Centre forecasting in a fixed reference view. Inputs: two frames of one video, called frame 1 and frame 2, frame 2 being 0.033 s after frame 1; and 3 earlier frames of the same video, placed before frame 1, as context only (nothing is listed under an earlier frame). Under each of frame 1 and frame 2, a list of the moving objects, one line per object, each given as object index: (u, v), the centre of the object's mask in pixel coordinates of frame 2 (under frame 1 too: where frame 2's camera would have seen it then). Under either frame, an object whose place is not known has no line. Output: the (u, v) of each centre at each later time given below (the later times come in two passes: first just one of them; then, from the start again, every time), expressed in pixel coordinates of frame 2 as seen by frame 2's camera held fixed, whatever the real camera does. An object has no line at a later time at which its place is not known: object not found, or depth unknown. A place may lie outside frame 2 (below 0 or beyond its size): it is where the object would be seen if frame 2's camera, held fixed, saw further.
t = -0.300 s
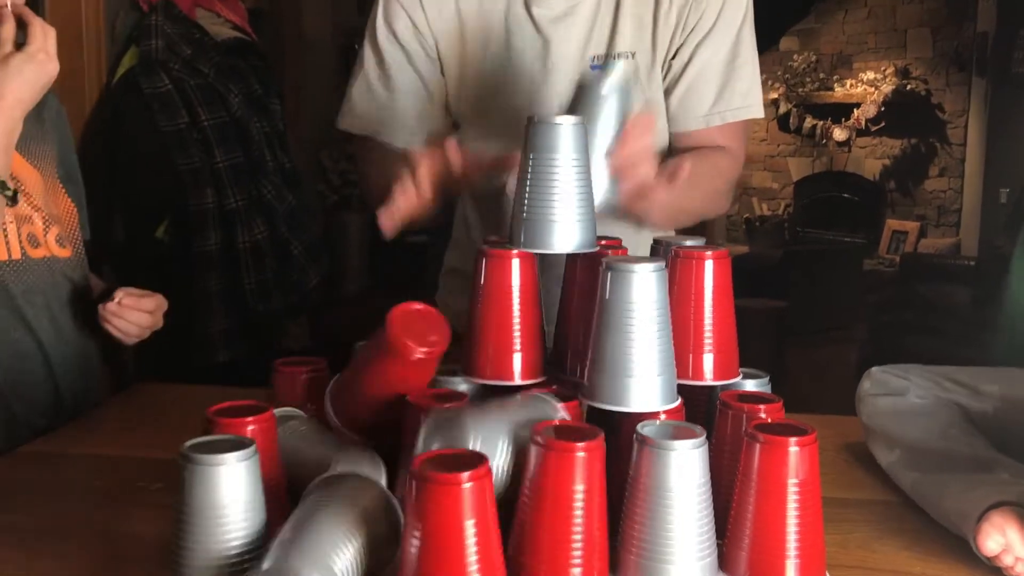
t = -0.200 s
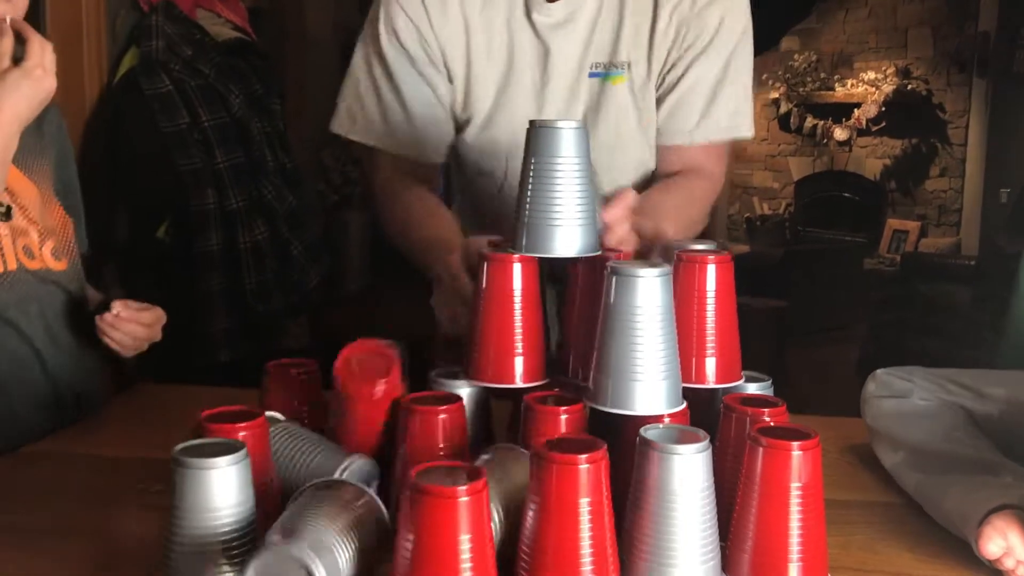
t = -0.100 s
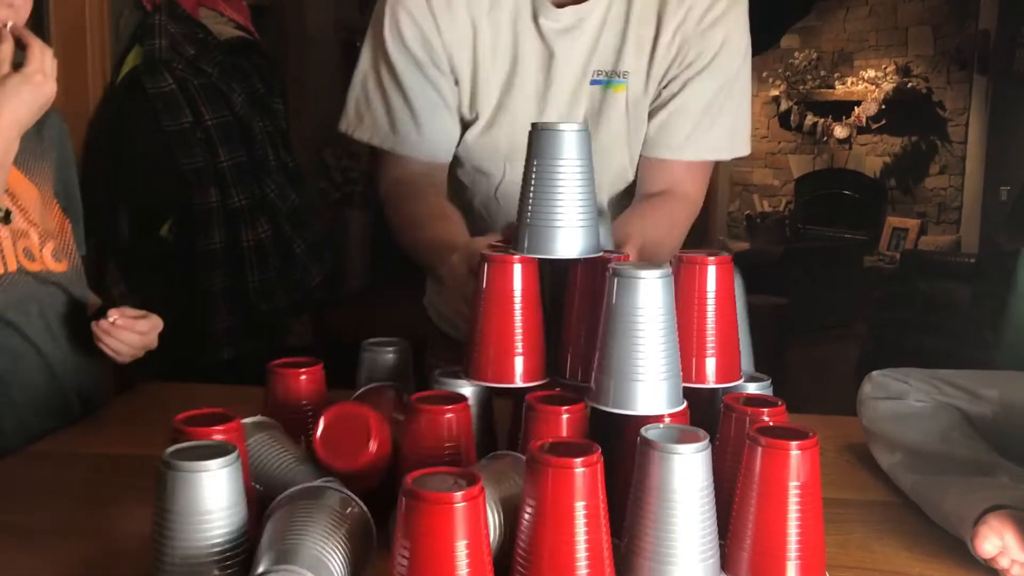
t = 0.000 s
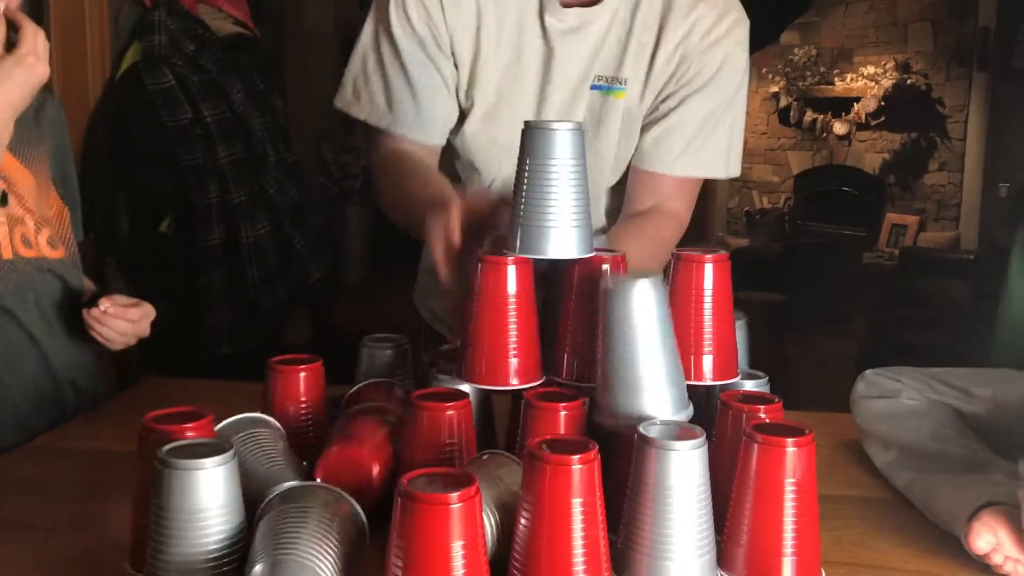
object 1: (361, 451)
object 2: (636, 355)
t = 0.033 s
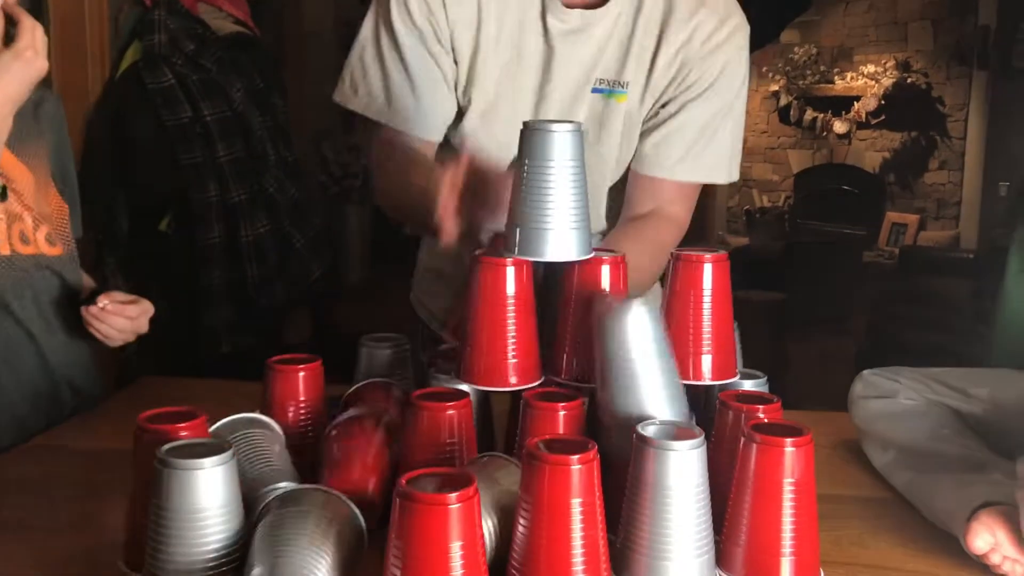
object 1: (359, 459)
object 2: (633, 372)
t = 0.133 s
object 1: (354, 459)
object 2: (638, 378)
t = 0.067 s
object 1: (358, 461)
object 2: (631, 383)
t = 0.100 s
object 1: (356, 459)
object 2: (635, 379)
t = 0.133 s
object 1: (354, 459)
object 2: (638, 378)
